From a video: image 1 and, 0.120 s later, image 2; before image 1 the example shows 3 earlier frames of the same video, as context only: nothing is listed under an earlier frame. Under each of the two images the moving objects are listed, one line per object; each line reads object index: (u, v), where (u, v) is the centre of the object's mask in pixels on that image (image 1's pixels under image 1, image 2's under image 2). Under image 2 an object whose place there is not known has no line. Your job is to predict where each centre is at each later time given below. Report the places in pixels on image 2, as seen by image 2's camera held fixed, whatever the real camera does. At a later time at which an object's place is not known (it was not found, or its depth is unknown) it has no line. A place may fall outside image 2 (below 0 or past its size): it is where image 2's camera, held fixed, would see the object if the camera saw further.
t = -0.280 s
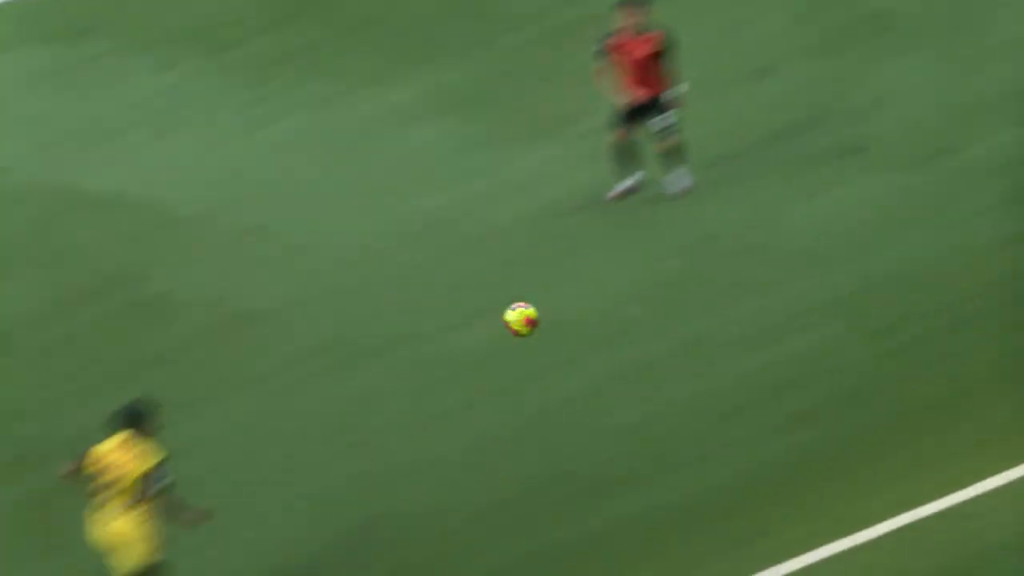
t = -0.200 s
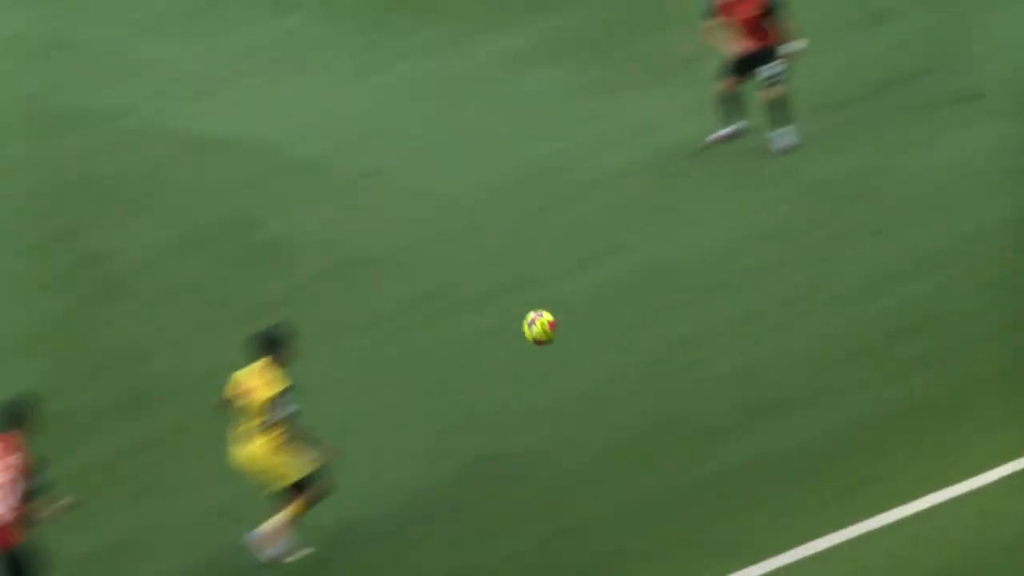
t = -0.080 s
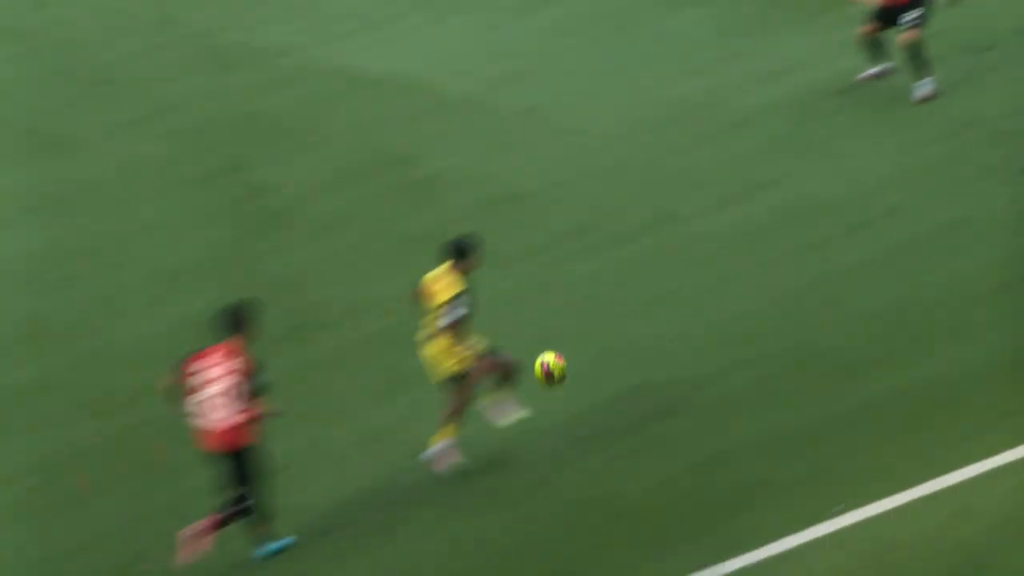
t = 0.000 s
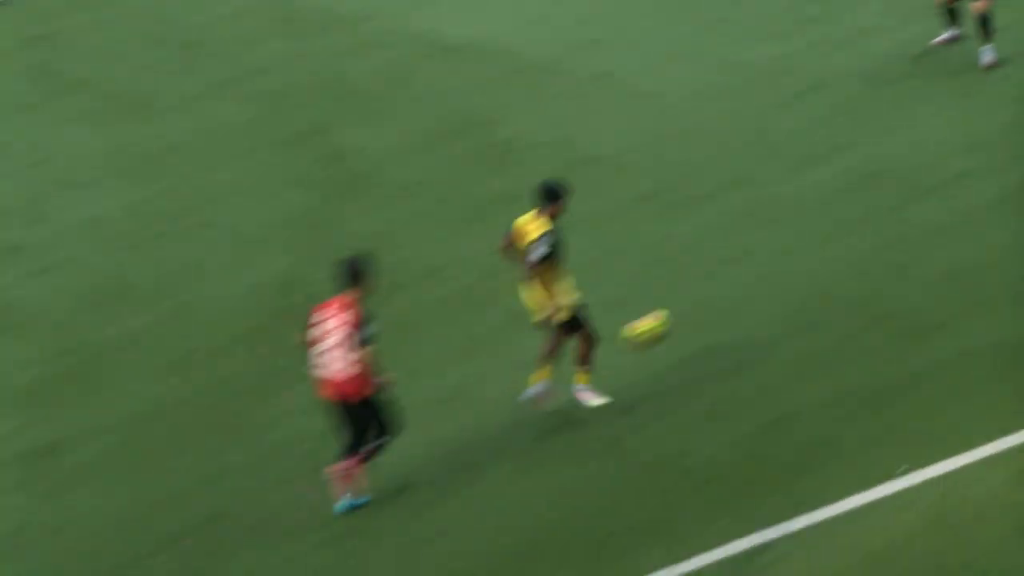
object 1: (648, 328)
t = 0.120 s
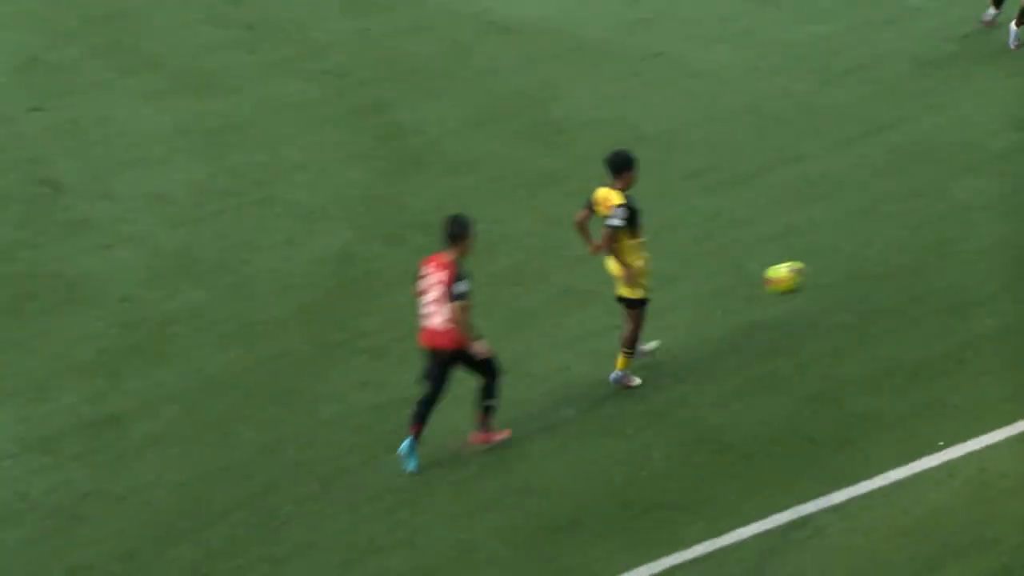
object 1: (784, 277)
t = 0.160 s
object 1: (822, 270)
